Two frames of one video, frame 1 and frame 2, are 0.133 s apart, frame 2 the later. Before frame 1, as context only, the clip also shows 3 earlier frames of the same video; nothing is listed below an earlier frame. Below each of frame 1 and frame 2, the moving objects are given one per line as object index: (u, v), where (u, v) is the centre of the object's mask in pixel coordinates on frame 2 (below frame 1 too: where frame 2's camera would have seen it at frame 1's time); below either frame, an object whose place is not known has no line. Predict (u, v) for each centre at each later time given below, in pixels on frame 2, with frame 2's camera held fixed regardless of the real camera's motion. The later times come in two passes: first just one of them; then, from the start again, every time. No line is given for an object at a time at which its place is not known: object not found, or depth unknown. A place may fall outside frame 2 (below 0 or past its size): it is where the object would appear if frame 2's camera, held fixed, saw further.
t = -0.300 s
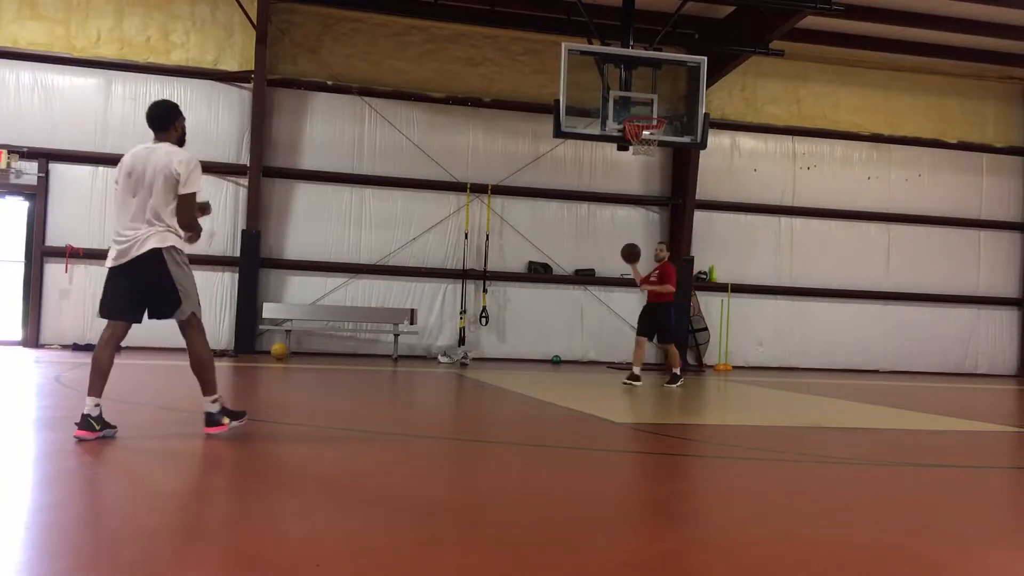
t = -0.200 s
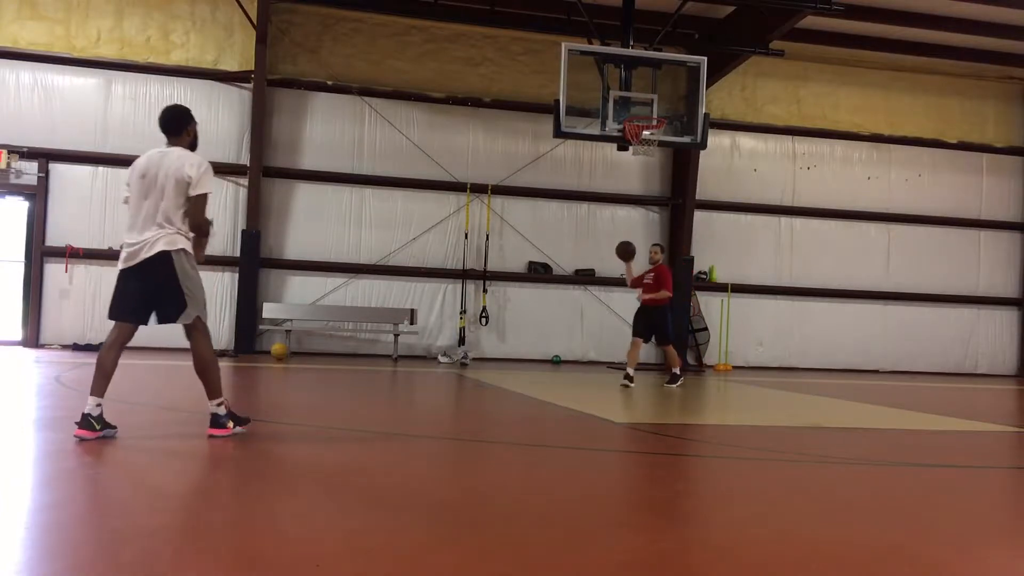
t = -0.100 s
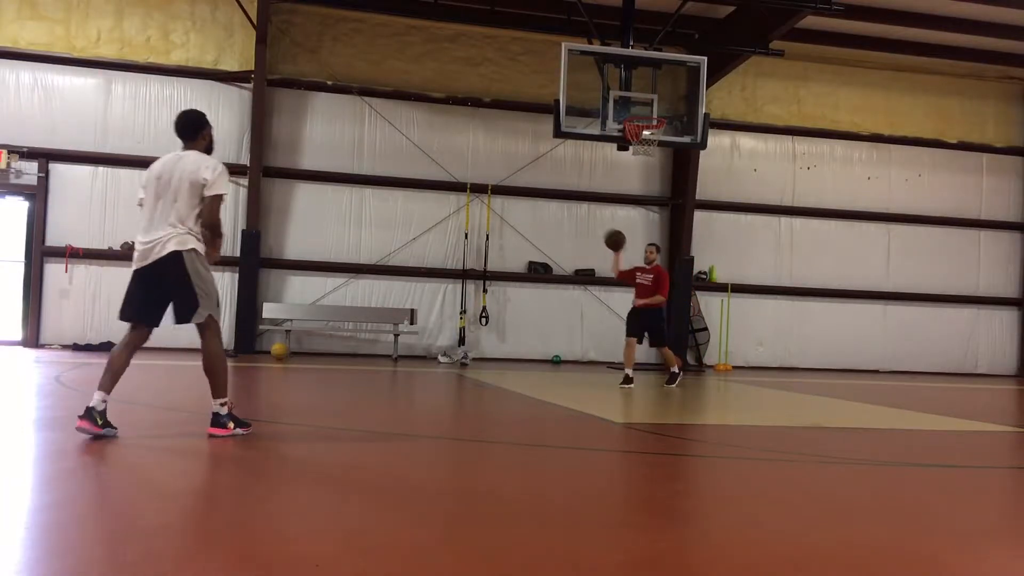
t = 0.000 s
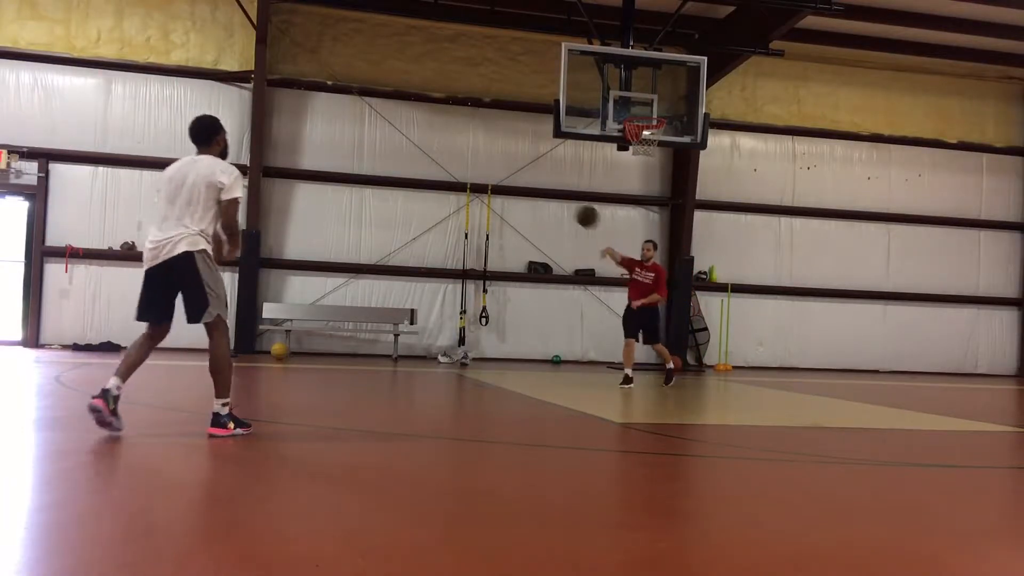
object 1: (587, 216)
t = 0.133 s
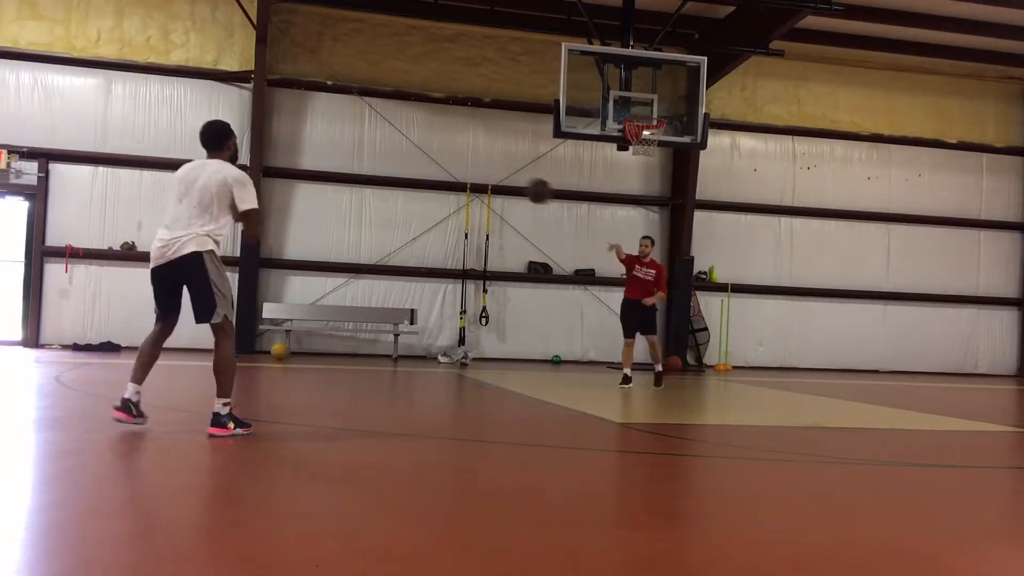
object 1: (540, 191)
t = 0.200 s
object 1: (508, 182)
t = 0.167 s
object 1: (525, 187)
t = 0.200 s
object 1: (508, 182)
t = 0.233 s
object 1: (494, 179)
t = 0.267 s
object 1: (477, 178)
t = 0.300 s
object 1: (458, 179)
